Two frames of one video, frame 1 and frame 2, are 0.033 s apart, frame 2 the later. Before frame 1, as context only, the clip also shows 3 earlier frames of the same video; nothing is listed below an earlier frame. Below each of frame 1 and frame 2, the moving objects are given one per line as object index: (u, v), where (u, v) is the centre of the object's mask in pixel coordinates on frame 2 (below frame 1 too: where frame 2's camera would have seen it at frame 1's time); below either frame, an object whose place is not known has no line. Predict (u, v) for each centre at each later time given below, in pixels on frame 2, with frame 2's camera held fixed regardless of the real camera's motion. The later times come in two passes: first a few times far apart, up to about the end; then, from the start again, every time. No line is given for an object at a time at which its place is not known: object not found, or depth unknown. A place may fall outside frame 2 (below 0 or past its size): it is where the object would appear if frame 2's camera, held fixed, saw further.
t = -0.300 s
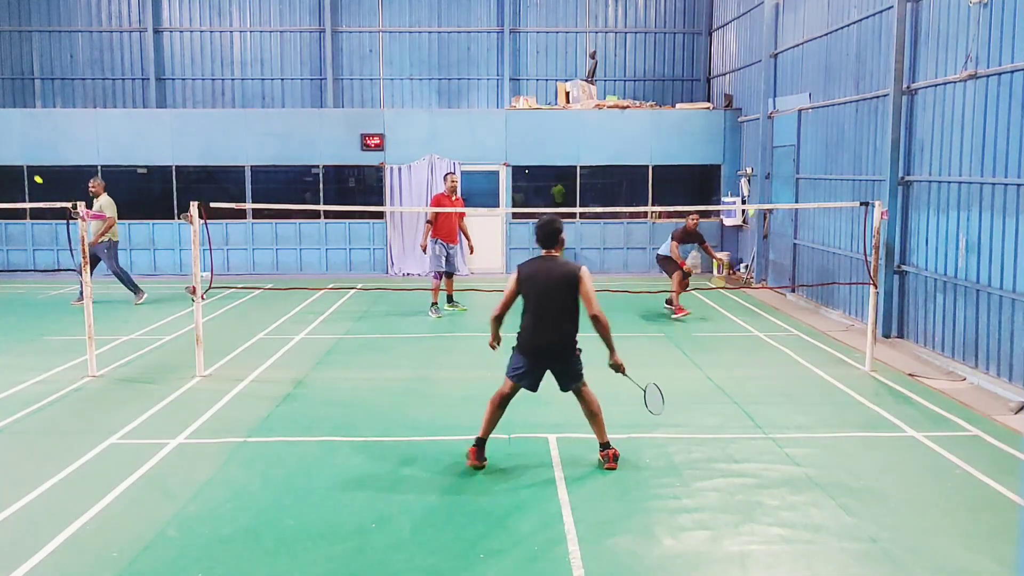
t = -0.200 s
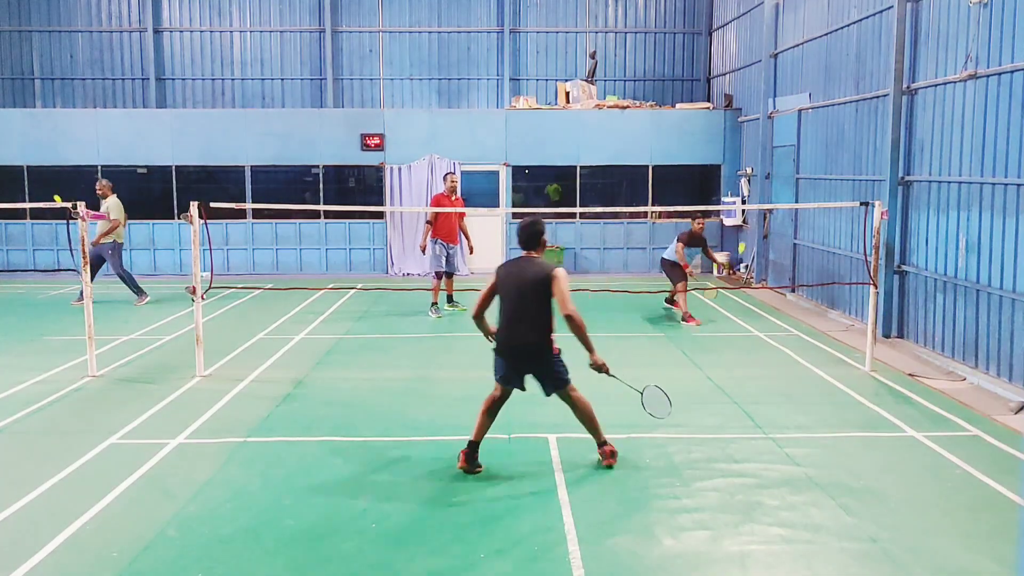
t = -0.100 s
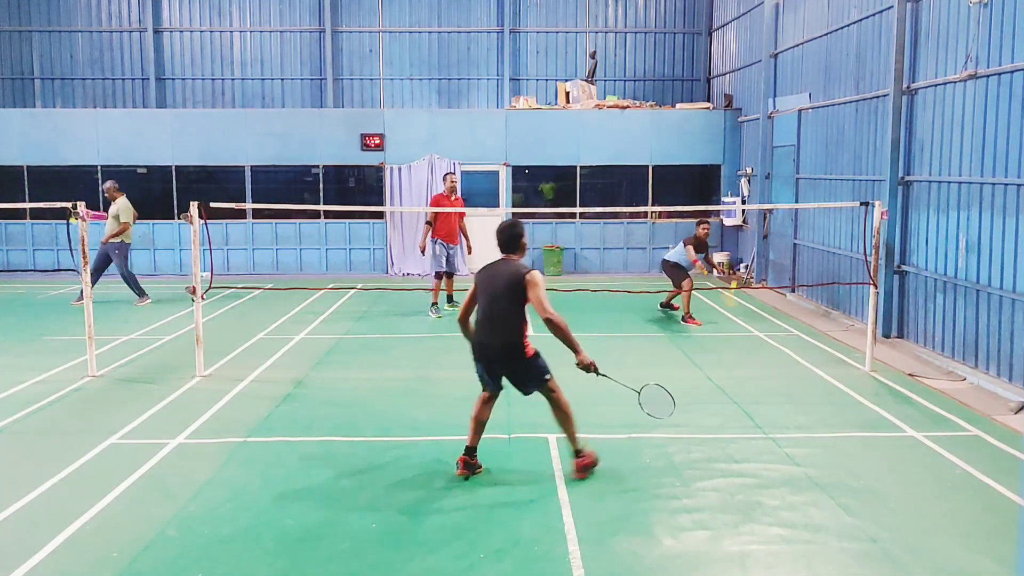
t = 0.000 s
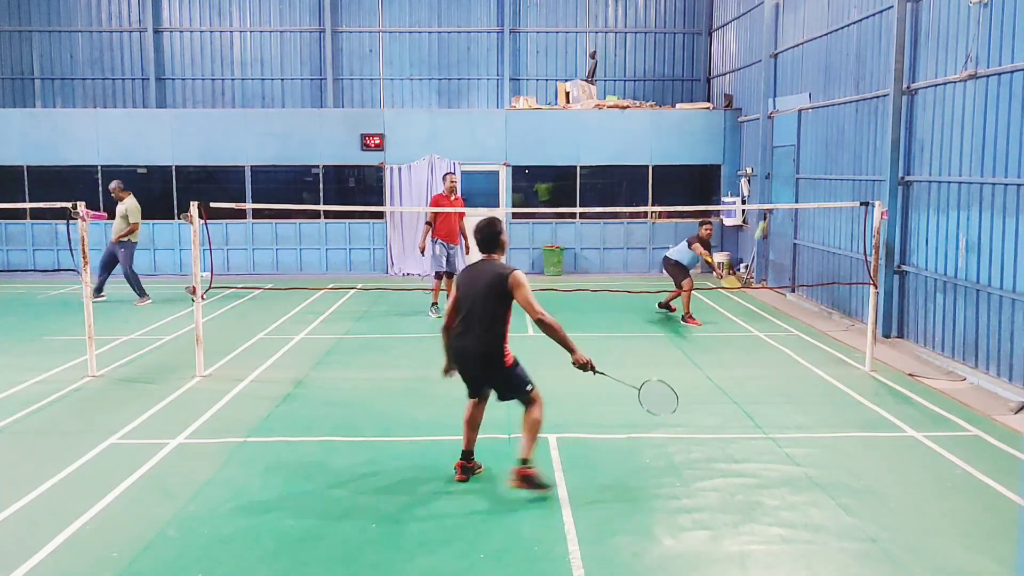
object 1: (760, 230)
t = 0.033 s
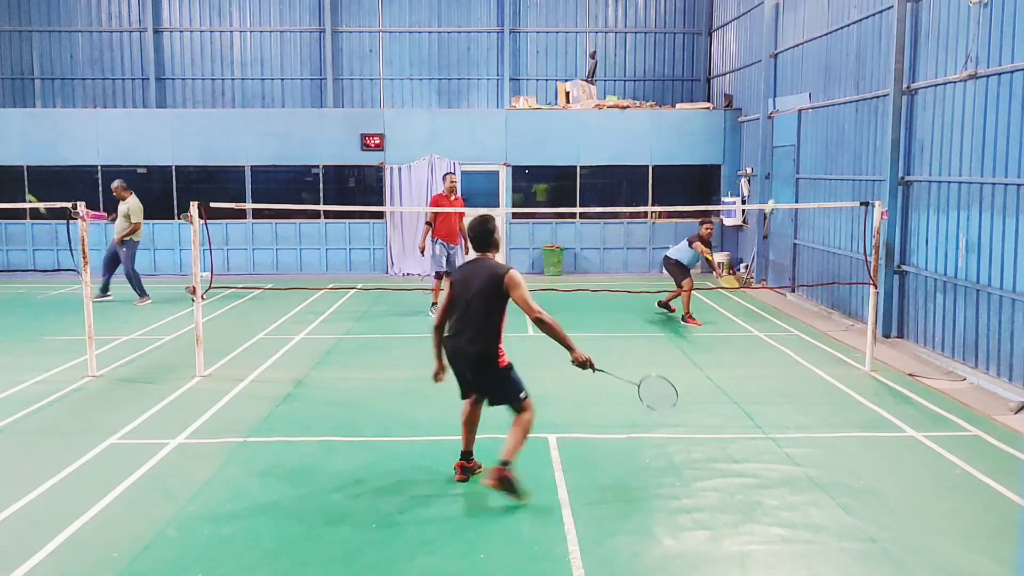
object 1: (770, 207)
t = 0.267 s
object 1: (831, 97)
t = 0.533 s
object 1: (899, 51)
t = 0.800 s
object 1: (961, 112)
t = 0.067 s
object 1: (777, 189)
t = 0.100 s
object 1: (787, 170)
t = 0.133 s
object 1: (797, 154)
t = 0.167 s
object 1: (806, 137)
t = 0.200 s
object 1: (814, 124)
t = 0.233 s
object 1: (823, 109)
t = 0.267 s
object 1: (831, 97)
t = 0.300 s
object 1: (840, 87)
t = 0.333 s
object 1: (849, 77)
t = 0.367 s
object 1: (857, 69)
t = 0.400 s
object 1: (866, 63)
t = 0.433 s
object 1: (874, 58)
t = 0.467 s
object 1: (882, 54)
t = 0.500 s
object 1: (891, 51)
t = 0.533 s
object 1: (899, 51)
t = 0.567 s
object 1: (907, 52)
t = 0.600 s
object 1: (915, 54)
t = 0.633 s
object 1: (923, 59)
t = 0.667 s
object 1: (931, 66)
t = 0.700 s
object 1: (938, 74)
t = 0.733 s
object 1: (946, 85)
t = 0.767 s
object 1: (954, 97)
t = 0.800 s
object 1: (961, 112)
